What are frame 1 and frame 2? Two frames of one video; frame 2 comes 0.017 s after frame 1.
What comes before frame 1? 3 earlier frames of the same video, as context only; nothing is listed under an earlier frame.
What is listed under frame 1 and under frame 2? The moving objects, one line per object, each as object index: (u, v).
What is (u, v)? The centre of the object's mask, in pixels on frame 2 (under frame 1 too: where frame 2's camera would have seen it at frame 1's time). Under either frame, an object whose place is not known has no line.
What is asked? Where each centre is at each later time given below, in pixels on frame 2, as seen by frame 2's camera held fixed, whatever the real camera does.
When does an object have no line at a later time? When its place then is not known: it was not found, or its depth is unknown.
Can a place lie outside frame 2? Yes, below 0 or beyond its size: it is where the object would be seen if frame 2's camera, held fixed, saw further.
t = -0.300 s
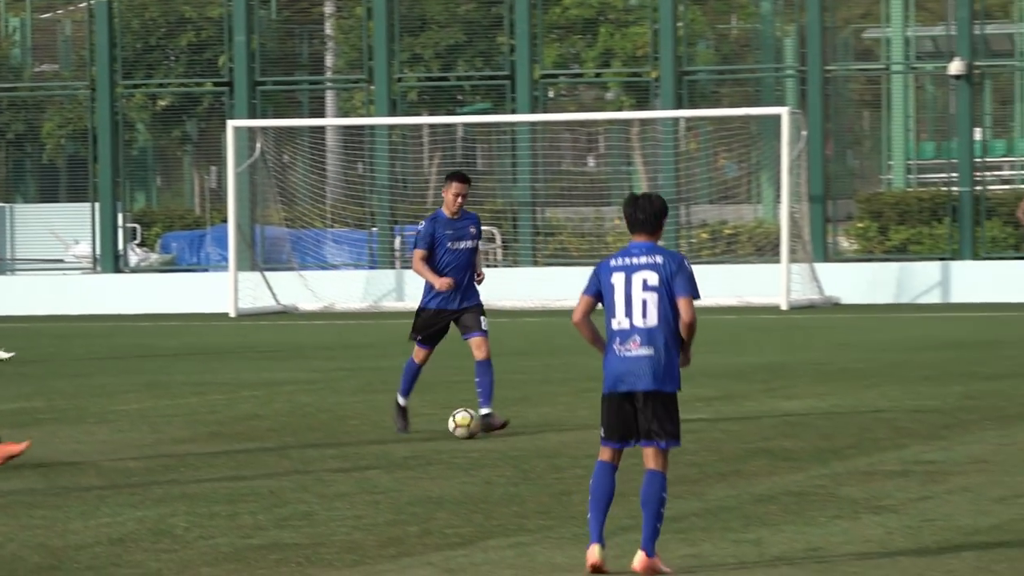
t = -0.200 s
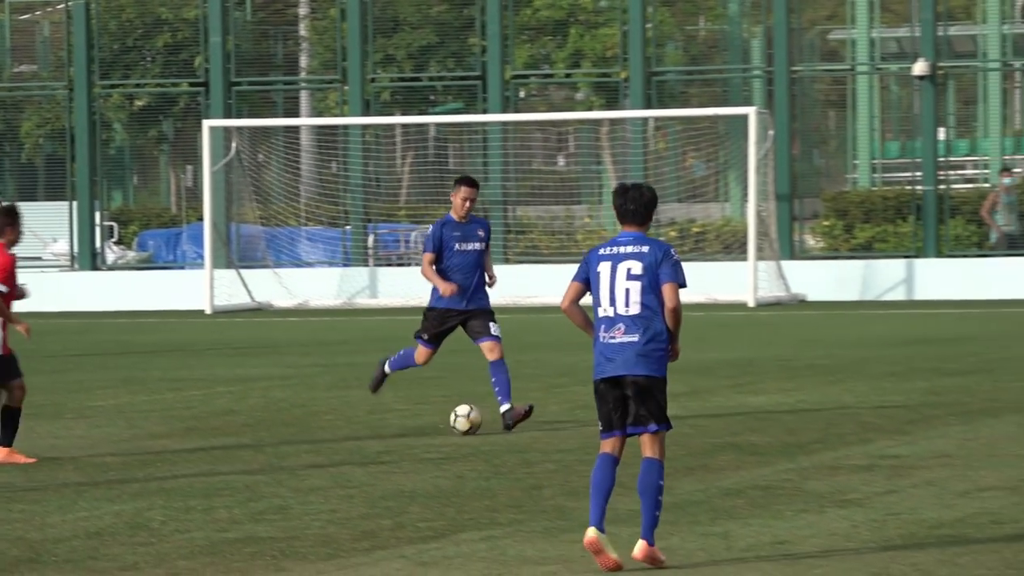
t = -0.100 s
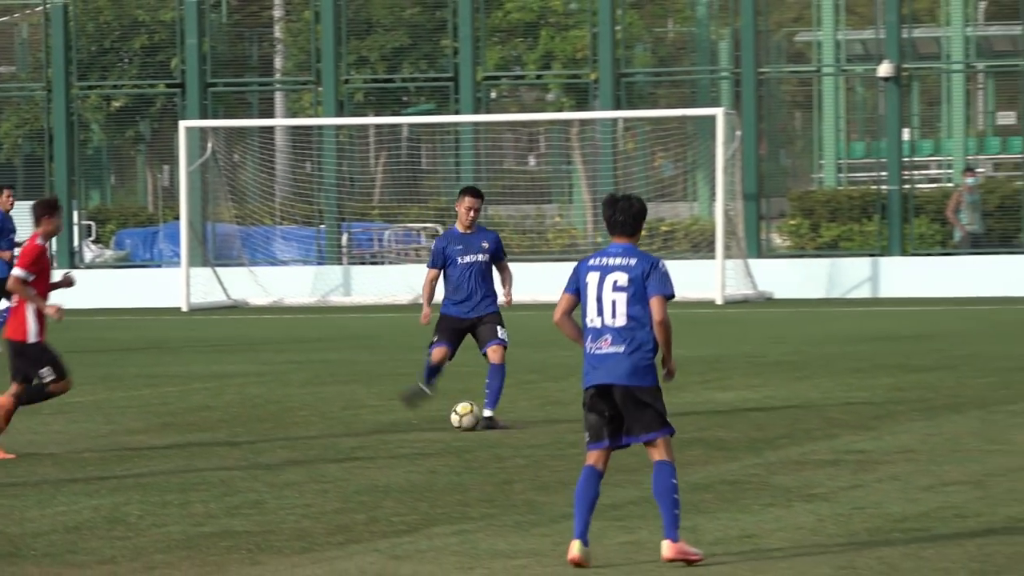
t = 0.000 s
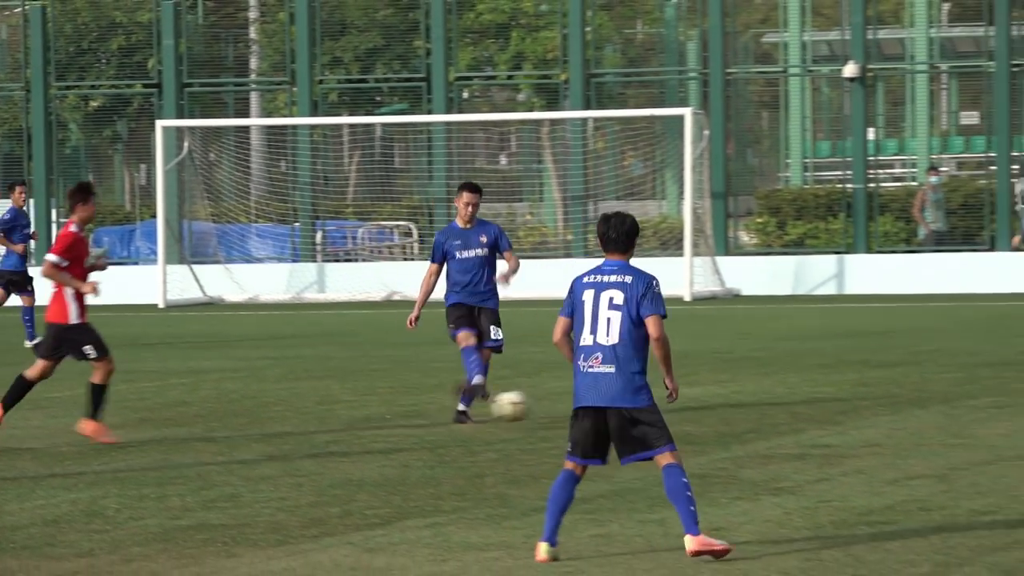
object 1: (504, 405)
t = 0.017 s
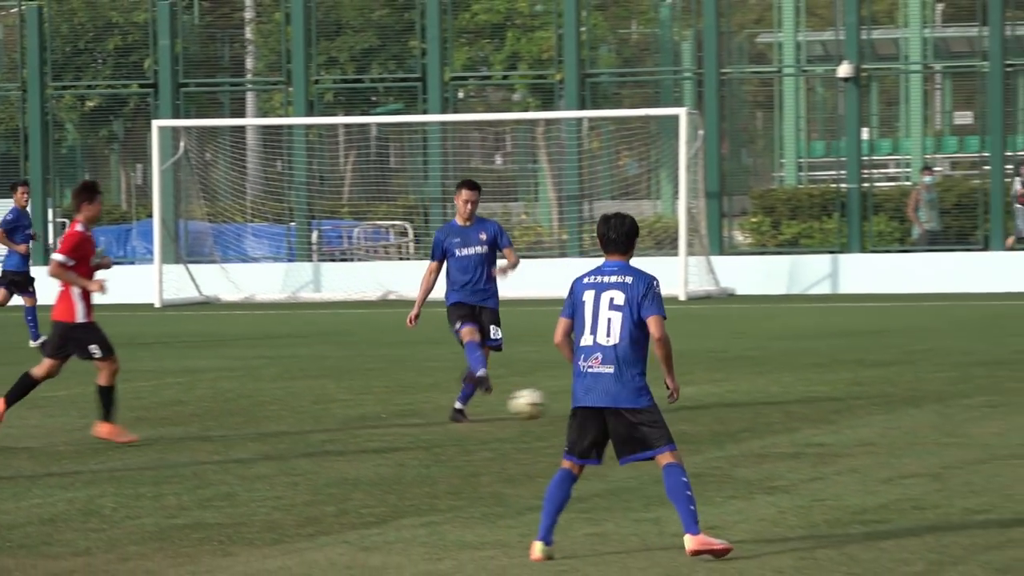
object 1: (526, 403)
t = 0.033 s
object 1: (549, 403)
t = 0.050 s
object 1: (566, 403)
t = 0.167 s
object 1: (742, 417)
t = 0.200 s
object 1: (790, 426)
